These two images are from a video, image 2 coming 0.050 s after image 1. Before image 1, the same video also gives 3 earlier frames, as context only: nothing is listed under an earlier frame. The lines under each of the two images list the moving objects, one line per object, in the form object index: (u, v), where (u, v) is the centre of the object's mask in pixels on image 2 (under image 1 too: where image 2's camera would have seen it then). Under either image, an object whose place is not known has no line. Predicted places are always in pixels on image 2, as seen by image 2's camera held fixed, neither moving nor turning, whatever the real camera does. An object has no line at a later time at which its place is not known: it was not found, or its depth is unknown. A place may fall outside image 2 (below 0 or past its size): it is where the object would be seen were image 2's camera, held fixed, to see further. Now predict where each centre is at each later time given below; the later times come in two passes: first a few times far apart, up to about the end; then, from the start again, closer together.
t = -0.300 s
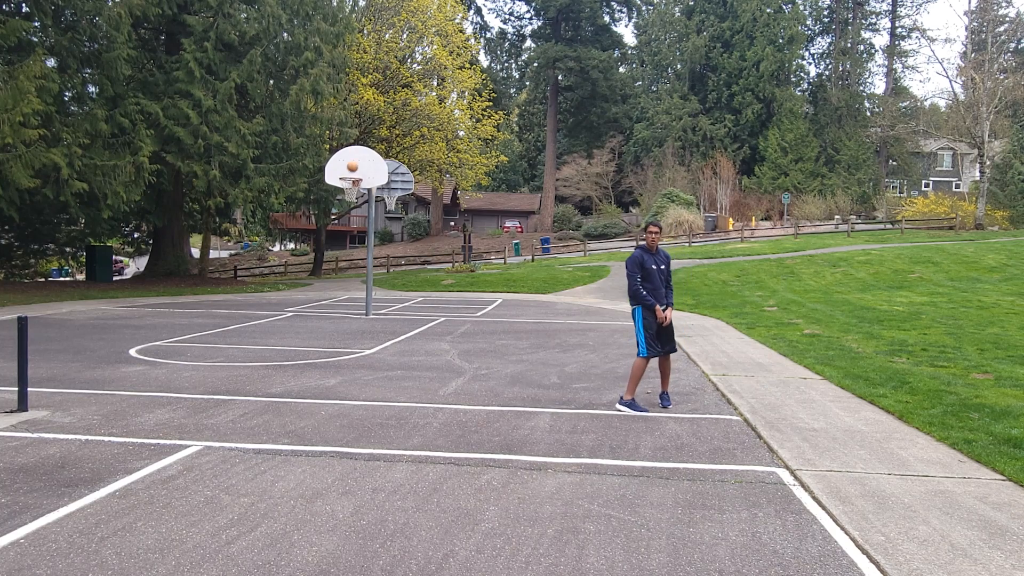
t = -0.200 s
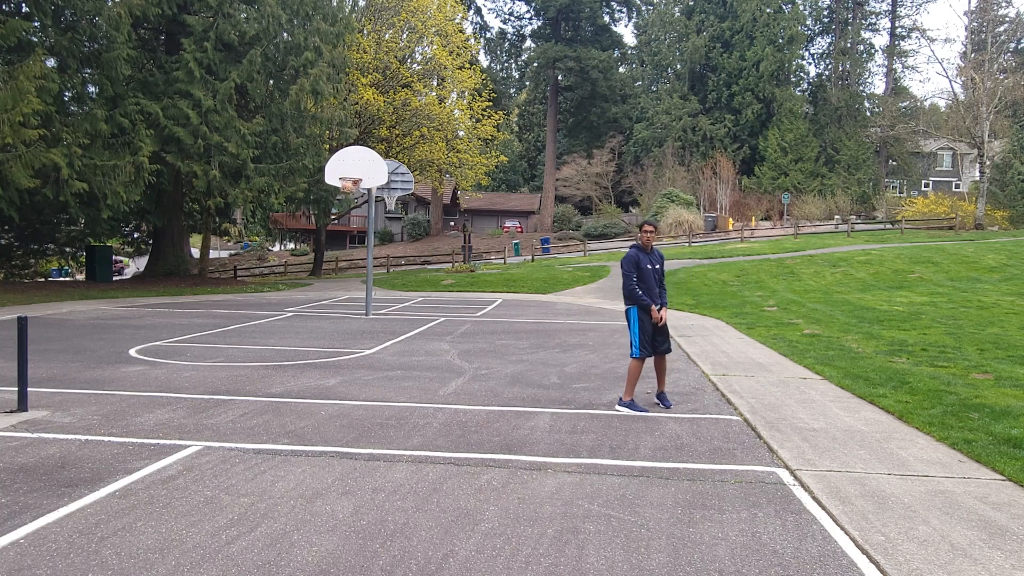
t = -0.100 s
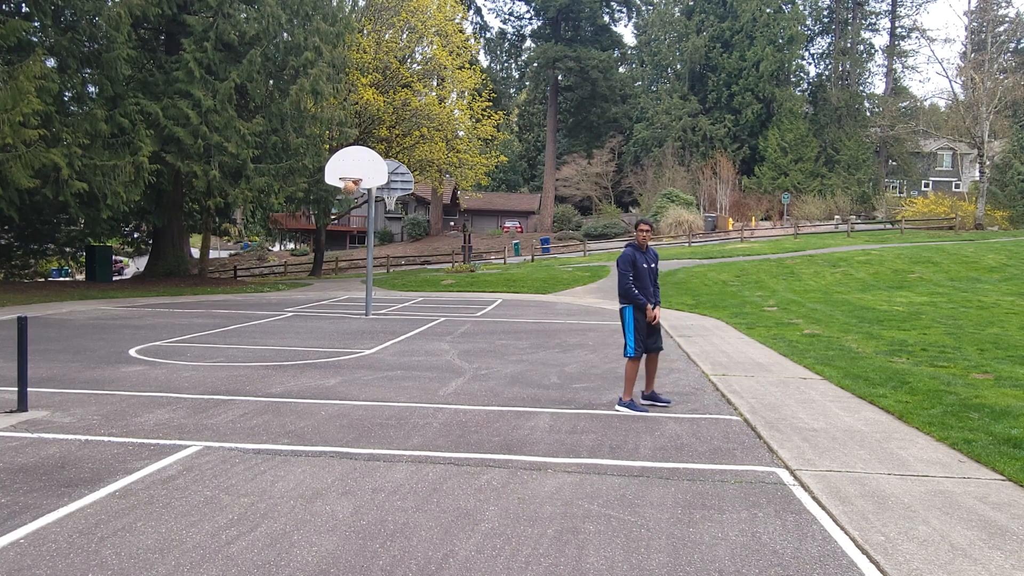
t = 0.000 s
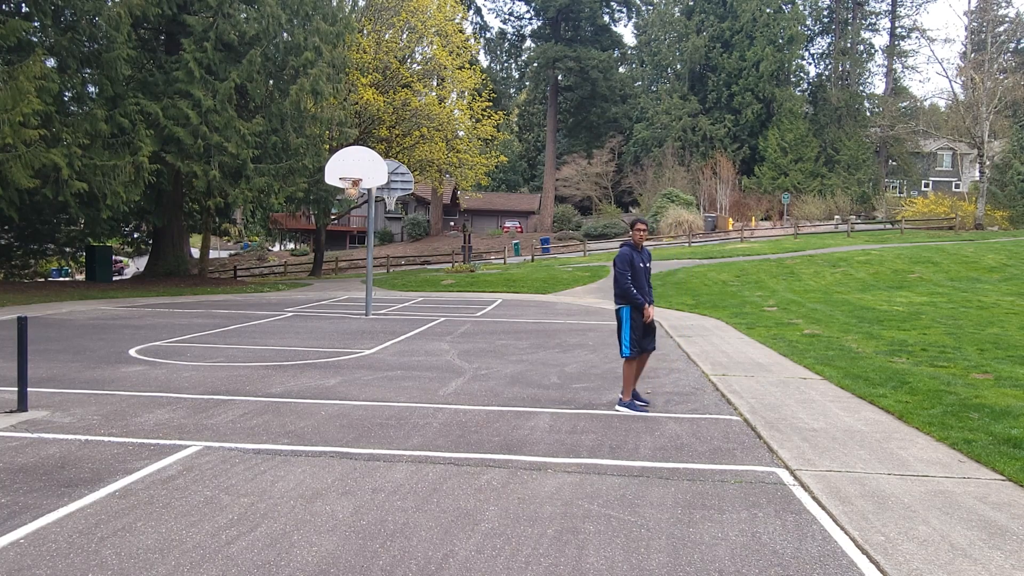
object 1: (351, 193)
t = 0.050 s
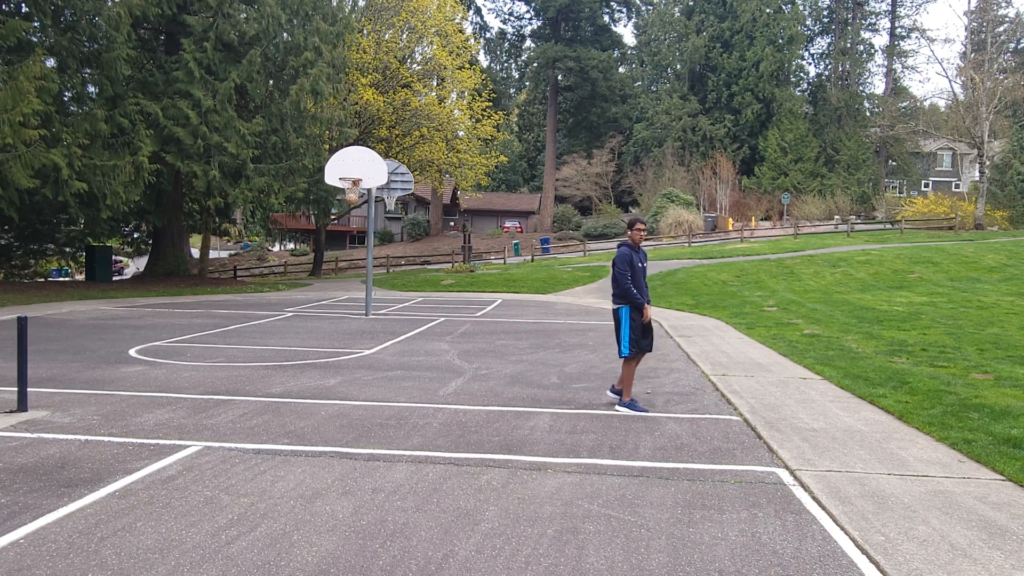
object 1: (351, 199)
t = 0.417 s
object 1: (352, 268)
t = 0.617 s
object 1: (352, 312)
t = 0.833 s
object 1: (352, 268)
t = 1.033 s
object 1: (351, 247)
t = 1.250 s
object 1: (349, 245)
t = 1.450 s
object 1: (346, 264)
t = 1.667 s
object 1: (343, 308)
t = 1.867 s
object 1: (340, 300)
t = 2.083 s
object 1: (336, 278)
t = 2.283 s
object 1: (331, 279)
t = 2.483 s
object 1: (326, 301)
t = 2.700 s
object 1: (321, 317)
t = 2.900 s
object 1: (316, 298)
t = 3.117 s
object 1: (310, 301)
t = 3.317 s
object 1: (304, 327)
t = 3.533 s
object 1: (296, 314)
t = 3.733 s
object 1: (288, 313)
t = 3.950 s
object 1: (279, 334)
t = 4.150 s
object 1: (271, 320)
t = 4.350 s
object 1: (263, 329)
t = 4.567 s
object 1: (254, 328)
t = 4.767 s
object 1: (245, 333)
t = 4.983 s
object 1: (235, 332)
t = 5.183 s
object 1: (224, 342)
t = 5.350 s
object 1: (216, 336)
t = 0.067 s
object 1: (352, 200)
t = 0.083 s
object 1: (351, 203)
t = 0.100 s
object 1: (351, 205)
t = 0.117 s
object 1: (351, 207)
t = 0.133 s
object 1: (352, 209)
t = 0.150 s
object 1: (351, 211)
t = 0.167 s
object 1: (351, 214)
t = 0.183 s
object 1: (351, 217)
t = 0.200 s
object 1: (352, 220)
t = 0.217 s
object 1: (352, 222)
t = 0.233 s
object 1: (352, 226)
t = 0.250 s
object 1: (352, 229)
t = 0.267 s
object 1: (352, 232)
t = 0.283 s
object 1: (352, 236)
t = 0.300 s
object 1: (352, 239)
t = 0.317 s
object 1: (352, 243)
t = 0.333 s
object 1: (352, 247)
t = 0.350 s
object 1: (352, 251)
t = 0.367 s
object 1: (352, 255)
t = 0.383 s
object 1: (352, 259)
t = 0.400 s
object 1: (352, 264)
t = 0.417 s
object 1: (352, 268)
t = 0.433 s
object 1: (352, 273)
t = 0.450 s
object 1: (352, 278)
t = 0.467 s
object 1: (352, 283)
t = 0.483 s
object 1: (352, 288)
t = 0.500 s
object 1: (352, 293)
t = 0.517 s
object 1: (352, 298)
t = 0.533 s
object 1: (352, 304)
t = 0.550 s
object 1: (352, 309)
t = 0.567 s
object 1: (352, 315)
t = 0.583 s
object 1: (352, 320)
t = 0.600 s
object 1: (352, 316)
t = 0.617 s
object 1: (352, 312)
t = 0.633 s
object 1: (352, 307)
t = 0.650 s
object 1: (352, 304)
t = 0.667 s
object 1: (352, 300)
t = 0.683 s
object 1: (352, 296)
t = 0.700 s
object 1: (352, 292)
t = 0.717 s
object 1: (352, 289)
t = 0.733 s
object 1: (352, 285)
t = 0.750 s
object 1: (352, 282)
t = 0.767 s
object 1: (352, 279)
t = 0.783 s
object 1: (352, 276)
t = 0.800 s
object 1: (352, 273)
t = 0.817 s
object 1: (352, 270)
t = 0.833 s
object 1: (352, 268)
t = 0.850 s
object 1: (351, 265)
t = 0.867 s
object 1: (351, 263)
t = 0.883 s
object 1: (352, 261)
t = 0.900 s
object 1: (351, 259)
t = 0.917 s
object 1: (351, 257)
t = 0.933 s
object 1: (351, 255)
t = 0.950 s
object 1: (351, 253)
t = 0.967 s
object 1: (351, 251)
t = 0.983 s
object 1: (351, 250)
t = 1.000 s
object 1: (351, 249)
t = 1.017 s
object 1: (351, 247)
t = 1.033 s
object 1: (351, 247)
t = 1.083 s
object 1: (350, 244)
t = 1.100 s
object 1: (350, 244)
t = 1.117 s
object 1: (350, 243)
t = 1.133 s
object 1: (350, 243)
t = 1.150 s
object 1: (350, 243)
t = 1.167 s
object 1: (350, 243)
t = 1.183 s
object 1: (350, 243)
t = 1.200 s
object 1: (350, 243)
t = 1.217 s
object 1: (349, 244)
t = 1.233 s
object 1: (349, 244)
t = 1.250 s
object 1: (349, 245)
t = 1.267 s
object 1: (349, 246)
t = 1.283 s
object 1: (348, 247)
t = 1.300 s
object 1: (348, 248)
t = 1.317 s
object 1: (348, 249)
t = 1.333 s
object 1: (348, 250)
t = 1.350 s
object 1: (347, 252)
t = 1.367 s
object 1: (347, 254)
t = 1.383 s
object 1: (347, 255)
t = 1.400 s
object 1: (347, 257)
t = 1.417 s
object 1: (347, 259)
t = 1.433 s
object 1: (346, 262)
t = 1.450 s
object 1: (346, 264)
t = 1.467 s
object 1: (346, 267)
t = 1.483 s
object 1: (346, 270)
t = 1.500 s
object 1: (346, 272)
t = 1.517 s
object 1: (345, 275)
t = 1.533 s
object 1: (345, 278)
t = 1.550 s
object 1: (345, 282)
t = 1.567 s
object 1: (344, 285)
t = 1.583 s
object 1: (344, 288)
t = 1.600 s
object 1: (344, 292)
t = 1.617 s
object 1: (343, 296)
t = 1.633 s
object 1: (343, 300)
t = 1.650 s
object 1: (343, 304)
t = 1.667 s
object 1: (343, 308)
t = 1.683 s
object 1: (343, 313)
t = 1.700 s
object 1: (342, 318)
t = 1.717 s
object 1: (342, 322)
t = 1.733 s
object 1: (342, 325)
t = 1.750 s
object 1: (342, 322)
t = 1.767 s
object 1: (341, 318)
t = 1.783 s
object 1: (341, 314)
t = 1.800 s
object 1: (341, 311)
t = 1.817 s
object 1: (341, 308)
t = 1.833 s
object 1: (340, 305)
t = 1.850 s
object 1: (340, 303)
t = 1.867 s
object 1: (340, 300)
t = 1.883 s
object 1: (339, 297)
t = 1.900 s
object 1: (339, 295)
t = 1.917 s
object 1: (339, 293)
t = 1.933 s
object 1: (339, 291)
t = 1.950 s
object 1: (338, 289)
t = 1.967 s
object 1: (338, 287)
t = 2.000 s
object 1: (337, 283)
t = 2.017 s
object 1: (337, 282)
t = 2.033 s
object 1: (337, 281)
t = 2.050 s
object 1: (336, 280)
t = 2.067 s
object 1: (336, 279)
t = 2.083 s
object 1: (336, 278)
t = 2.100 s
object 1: (335, 277)
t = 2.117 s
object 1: (335, 276)
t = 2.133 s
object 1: (335, 276)
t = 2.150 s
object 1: (335, 276)
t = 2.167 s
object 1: (334, 276)
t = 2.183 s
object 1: (334, 276)
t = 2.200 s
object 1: (333, 276)
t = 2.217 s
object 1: (333, 276)
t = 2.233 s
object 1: (332, 276)
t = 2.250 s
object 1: (332, 277)
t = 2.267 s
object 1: (332, 278)
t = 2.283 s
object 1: (331, 279)
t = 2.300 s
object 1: (331, 279)
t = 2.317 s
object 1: (330, 281)
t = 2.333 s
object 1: (330, 282)
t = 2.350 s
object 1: (330, 283)
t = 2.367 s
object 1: (329, 285)
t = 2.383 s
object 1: (329, 287)
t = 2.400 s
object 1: (328, 289)
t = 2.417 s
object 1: (328, 291)
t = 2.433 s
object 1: (327, 293)
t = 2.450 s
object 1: (327, 295)
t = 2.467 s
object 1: (326, 298)
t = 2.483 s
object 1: (326, 301)
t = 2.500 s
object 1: (326, 303)
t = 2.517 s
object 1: (325, 307)
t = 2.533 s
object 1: (325, 309)
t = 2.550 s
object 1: (324, 313)
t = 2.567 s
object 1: (324, 316)
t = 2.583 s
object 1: (324, 320)
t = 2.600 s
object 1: (323, 324)
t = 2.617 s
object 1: (323, 328)
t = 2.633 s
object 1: (322, 329)
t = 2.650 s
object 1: (322, 326)
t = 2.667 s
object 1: (322, 323)
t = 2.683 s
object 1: (321, 320)
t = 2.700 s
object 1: (321, 317)
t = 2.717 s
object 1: (320, 315)
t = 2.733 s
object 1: (320, 313)
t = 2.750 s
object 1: (320, 311)
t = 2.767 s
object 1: (319, 309)
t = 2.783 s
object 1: (319, 307)
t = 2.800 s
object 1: (318, 305)
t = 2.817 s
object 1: (318, 303)
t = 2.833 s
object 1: (318, 302)
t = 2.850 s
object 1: (317, 301)
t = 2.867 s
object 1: (317, 300)
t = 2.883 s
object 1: (316, 299)
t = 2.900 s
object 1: (316, 298)
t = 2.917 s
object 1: (315, 297)
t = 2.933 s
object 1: (315, 297)
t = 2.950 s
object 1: (314, 296)
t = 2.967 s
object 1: (314, 296)
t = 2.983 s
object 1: (314, 296)
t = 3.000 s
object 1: (314, 296)
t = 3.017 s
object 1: (313, 296)
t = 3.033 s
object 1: (312, 297)
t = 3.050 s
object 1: (312, 297)
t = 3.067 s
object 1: (311, 298)
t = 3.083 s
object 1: (311, 299)
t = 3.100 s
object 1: (310, 300)
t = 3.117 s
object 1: (310, 301)
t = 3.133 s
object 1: (309, 302)
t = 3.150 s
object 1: (309, 303)
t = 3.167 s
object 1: (308, 305)
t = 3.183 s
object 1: (308, 307)
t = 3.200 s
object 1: (307, 309)
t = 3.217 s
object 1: (307, 311)
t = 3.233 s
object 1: (306, 313)
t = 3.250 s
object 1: (306, 316)
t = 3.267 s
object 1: (305, 318)
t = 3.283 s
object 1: (305, 321)
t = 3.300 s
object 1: (304, 324)
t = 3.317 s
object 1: (304, 327)
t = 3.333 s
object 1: (303, 330)
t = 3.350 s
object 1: (303, 333)
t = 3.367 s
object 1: (302, 331)
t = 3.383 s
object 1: (302, 328)
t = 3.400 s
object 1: (301, 326)
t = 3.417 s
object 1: (300, 324)
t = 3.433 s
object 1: (300, 322)
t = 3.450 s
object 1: (299, 321)
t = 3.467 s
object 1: (298, 319)
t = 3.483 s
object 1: (298, 317)
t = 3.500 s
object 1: (297, 316)
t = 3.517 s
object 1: (297, 315)
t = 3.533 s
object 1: (296, 314)
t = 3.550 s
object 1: (295, 313)
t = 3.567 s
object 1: (295, 312)
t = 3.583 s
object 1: (294, 312)
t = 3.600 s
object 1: (293, 311)
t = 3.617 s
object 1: (293, 311)
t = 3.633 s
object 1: (292, 311)
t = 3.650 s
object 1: (291, 311)
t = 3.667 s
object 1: (291, 311)
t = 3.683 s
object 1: (290, 311)
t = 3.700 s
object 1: (289, 312)
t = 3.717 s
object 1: (289, 312)
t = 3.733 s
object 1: (288, 313)
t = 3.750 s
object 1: (287, 314)
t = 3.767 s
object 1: (287, 316)
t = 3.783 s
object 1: (286, 317)
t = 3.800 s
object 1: (285, 319)
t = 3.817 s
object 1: (284, 320)
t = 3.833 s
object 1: (284, 322)
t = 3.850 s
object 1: (283, 324)
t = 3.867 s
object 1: (282, 326)
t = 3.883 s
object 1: (281, 329)
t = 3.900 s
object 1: (281, 331)
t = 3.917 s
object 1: (280, 334)
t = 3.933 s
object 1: (279, 336)
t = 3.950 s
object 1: (279, 334)
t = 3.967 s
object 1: (278, 332)
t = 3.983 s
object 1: (278, 330)
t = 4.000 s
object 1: (277, 328)
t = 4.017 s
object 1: (277, 327)
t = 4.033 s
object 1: (276, 325)
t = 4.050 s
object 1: (275, 324)
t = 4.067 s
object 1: (275, 323)
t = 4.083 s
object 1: (274, 322)
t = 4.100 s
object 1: (273, 321)
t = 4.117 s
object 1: (273, 320)
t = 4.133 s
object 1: (272, 320)
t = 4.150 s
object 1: (271, 320)
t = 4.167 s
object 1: (271, 320)
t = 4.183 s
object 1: (270, 320)
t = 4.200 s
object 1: (269, 320)
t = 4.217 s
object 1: (269, 320)
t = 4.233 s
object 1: (268, 321)
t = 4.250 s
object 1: (267, 321)
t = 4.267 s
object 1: (267, 322)
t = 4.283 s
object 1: (266, 323)
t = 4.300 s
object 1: (265, 324)
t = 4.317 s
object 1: (265, 326)
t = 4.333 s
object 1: (264, 327)
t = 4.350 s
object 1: (263, 329)
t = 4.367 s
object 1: (263, 331)
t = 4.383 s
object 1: (262, 333)
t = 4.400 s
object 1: (261, 335)
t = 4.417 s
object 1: (261, 338)
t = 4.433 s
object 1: (260, 338)
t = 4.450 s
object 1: (259, 336)
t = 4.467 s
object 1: (259, 334)
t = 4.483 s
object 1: (258, 333)
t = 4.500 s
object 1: (257, 332)
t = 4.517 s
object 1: (256, 330)
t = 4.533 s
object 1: (256, 329)
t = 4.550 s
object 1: (255, 329)
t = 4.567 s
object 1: (254, 328)
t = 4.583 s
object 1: (254, 327)
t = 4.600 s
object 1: (253, 327)
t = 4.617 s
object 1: (252, 327)
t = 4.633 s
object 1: (251, 327)
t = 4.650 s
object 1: (250, 327)
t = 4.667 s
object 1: (250, 327)
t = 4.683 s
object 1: (249, 328)
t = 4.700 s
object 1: (248, 329)
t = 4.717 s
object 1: (247, 330)
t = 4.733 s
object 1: (246, 331)
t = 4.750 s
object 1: (245, 332)
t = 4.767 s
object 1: (245, 333)
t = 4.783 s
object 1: (244, 335)
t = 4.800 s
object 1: (243, 336)
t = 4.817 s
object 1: (242, 338)
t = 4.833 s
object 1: (241, 340)
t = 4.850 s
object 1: (240, 339)
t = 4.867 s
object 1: (240, 338)
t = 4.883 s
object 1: (239, 336)
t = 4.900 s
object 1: (238, 335)
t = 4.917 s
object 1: (238, 334)
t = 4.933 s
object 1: (236, 333)
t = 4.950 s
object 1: (236, 333)
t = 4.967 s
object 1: (235, 332)
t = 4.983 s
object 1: (235, 332)
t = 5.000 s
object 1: (234, 332)
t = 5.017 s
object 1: (233, 332)
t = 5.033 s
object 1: (232, 332)
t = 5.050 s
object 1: (231, 333)
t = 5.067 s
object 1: (230, 333)
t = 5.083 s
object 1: (229, 334)
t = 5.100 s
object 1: (229, 335)
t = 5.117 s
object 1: (227, 336)
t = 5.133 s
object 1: (227, 337)
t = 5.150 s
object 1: (226, 339)
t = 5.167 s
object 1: (225, 341)
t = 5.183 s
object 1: (224, 342)
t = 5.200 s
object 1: (223, 341)
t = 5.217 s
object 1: (222, 340)
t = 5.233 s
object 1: (222, 338)
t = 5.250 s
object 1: (221, 338)
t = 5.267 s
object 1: (220, 337)
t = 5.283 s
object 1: (219, 336)
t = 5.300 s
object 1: (219, 336)
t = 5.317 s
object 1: (218, 336)
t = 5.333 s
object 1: (217, 336)
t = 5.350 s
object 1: (216, 336)
